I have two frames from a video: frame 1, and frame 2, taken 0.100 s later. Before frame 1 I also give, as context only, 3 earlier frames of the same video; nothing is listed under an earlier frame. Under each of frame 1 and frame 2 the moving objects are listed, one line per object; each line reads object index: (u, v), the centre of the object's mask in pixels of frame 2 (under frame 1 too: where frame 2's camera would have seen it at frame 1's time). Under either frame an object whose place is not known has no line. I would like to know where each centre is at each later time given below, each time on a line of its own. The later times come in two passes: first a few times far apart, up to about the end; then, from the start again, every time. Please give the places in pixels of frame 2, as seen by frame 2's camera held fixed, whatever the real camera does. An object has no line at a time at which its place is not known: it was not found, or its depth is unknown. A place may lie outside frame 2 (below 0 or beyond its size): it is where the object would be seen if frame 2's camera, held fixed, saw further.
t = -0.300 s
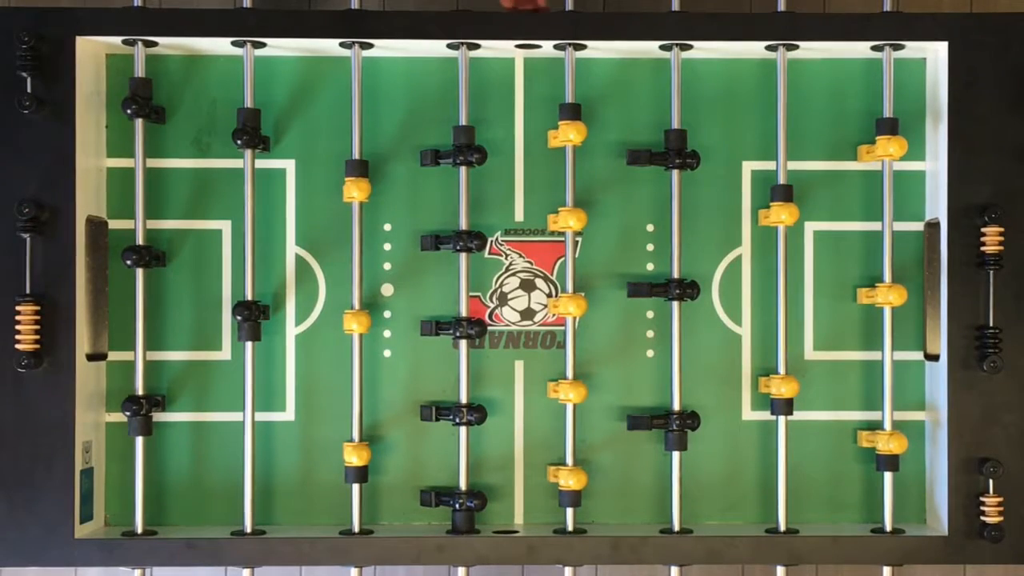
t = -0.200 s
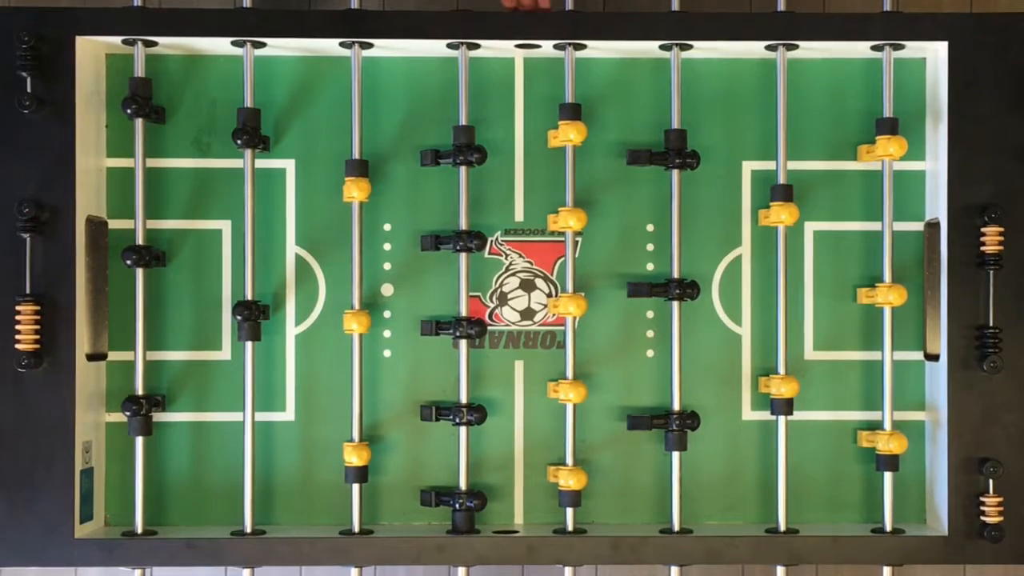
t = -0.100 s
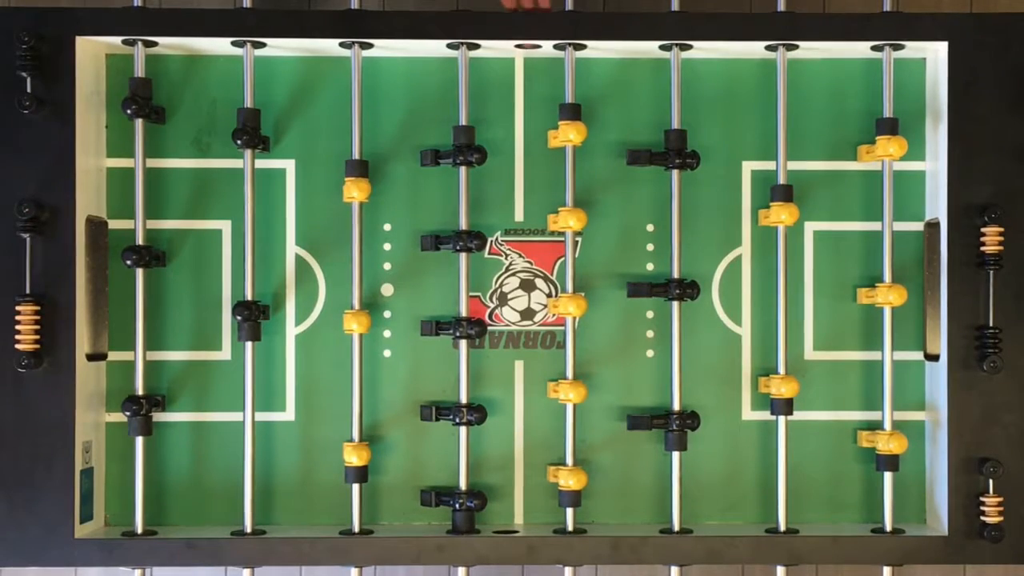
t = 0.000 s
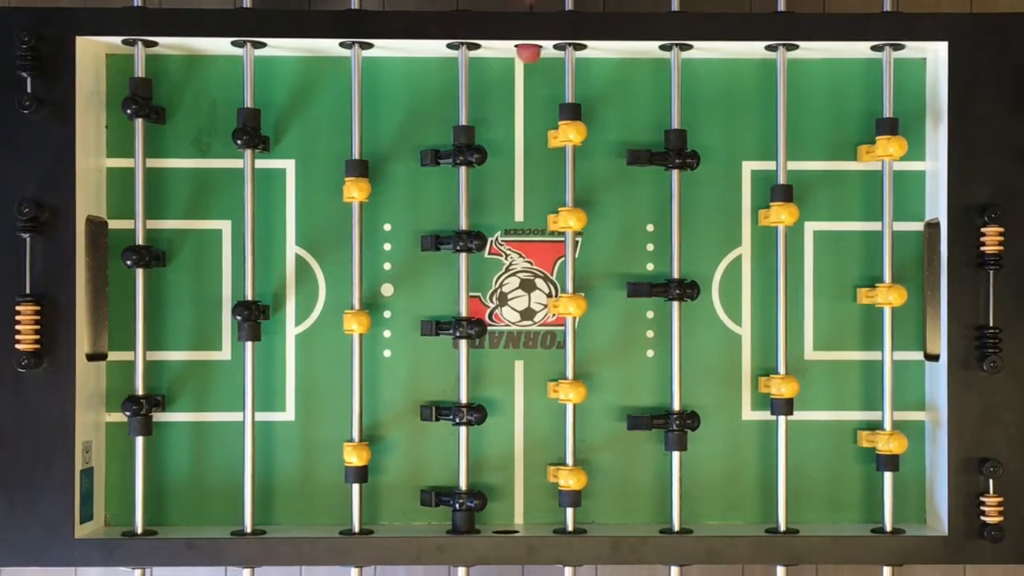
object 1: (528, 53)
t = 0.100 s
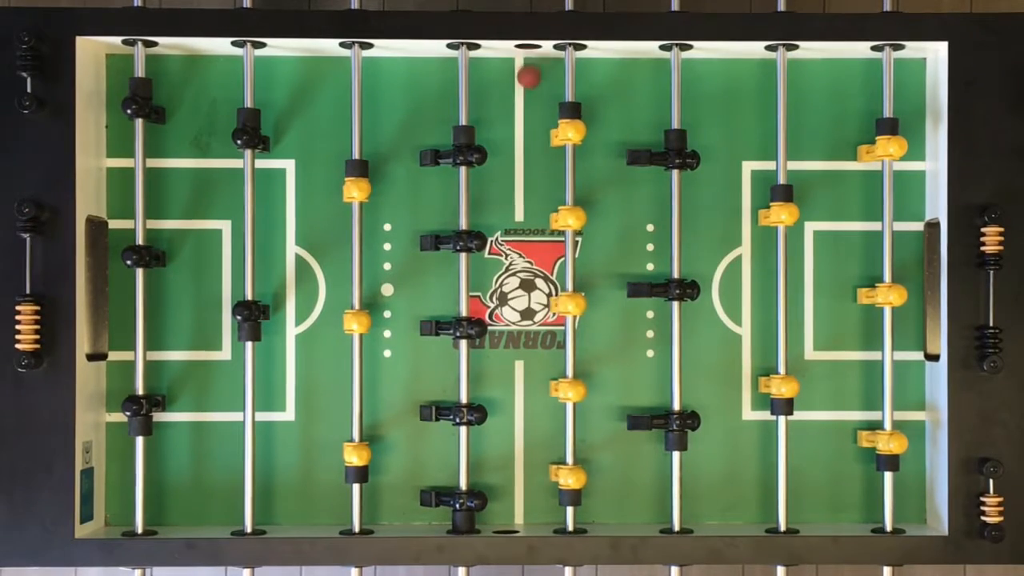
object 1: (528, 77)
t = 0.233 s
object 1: (528, 102)
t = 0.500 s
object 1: (527, 159)
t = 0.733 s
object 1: (528, 208)
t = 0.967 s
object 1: (532, 253)
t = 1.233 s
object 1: (535, 303)
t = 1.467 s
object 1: (540, 345)
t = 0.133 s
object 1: (528, 81)
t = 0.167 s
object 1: (527, 87)
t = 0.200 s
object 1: (527, 94)
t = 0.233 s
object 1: (528, 102)
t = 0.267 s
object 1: (527, 110)
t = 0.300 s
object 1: (527, 116)
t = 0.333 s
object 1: (527, 124)
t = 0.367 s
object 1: (527, 132)
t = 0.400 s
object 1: (527, 139)
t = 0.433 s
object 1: (527, 146)
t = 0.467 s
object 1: (527, 152)
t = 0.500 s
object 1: (527, 159)
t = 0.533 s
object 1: (528, 166)
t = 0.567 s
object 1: (527, 174)
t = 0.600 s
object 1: (527, 181)
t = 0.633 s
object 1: (527, 187)
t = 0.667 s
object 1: (527, 194)
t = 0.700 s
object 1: (528, 201)
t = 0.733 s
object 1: (528, 208)
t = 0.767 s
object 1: (528, 215)
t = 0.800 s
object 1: (529, 221)
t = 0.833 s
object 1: (529, 228)
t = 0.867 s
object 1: (529, 233)
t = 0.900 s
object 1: (530, 239)
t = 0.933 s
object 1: (530, 247)
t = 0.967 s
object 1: (532, 253)
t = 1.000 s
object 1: (532, 260)
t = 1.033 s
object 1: (532, 266)
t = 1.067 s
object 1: (532, 274)
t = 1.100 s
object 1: (532, 279)
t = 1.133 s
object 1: (533, 285)
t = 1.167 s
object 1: (533, 290)
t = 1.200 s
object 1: (533, 296)
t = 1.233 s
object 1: (535, 303)
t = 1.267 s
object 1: (535, 310)
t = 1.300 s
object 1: (537, 315)
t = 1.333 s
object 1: (538, 322)
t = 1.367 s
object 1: (539, 328)
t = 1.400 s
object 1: (539, 333)
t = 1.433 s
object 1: (540, 339)
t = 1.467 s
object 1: (540, 345)
